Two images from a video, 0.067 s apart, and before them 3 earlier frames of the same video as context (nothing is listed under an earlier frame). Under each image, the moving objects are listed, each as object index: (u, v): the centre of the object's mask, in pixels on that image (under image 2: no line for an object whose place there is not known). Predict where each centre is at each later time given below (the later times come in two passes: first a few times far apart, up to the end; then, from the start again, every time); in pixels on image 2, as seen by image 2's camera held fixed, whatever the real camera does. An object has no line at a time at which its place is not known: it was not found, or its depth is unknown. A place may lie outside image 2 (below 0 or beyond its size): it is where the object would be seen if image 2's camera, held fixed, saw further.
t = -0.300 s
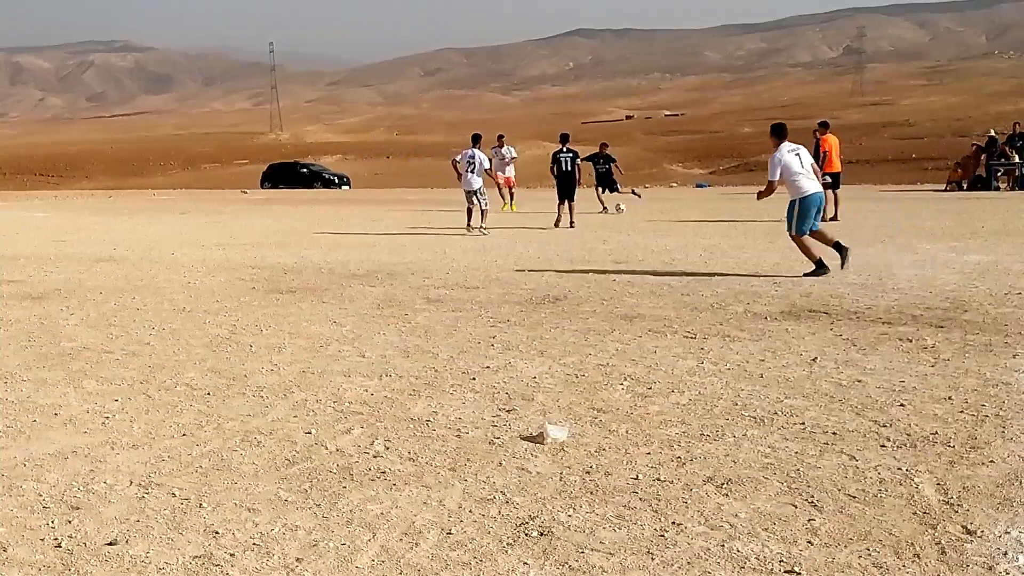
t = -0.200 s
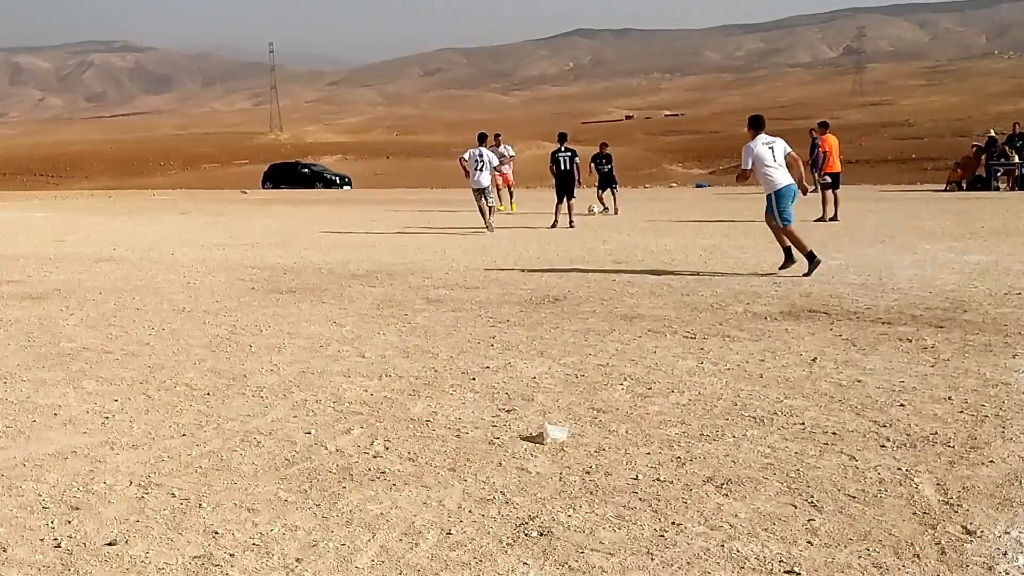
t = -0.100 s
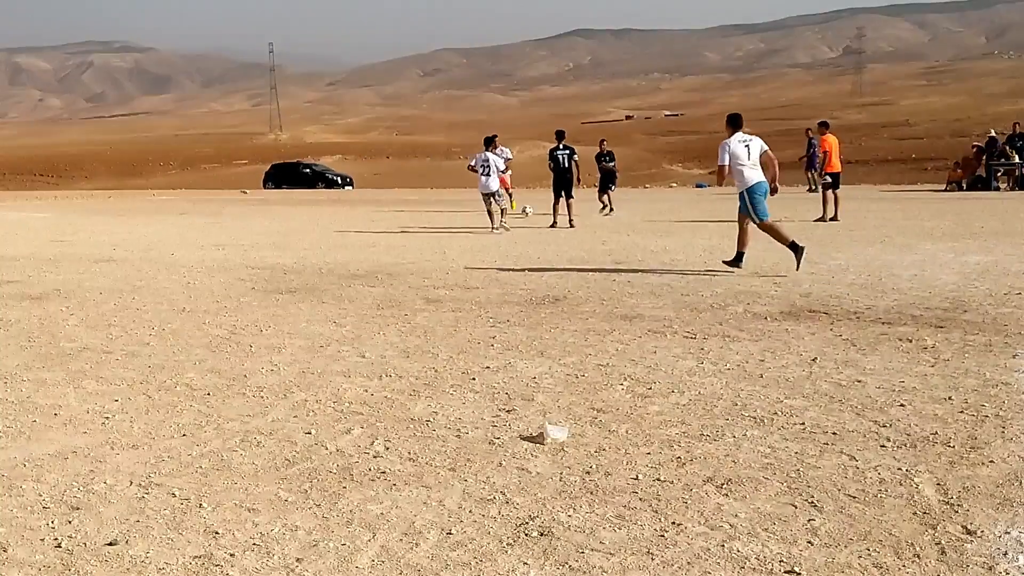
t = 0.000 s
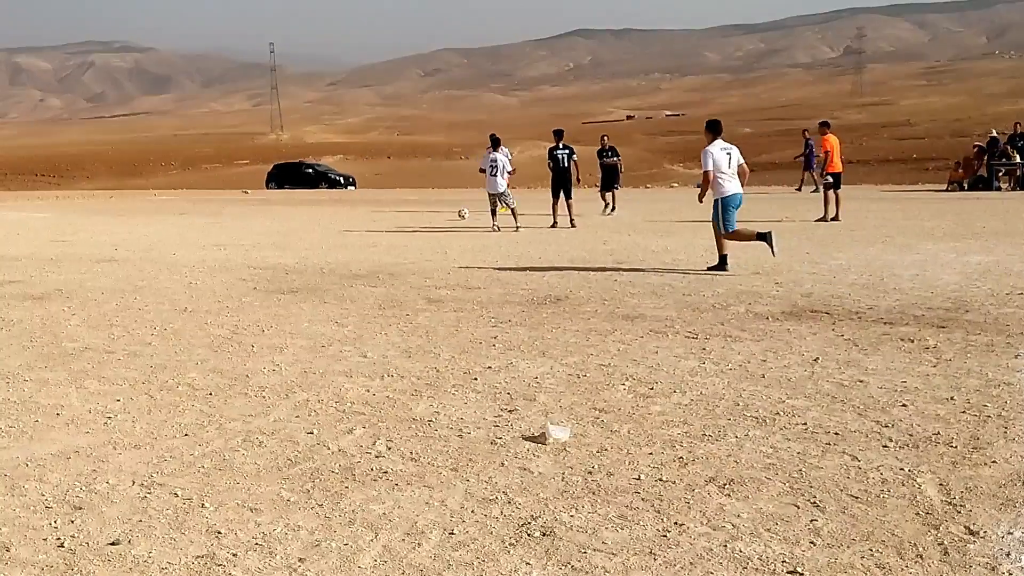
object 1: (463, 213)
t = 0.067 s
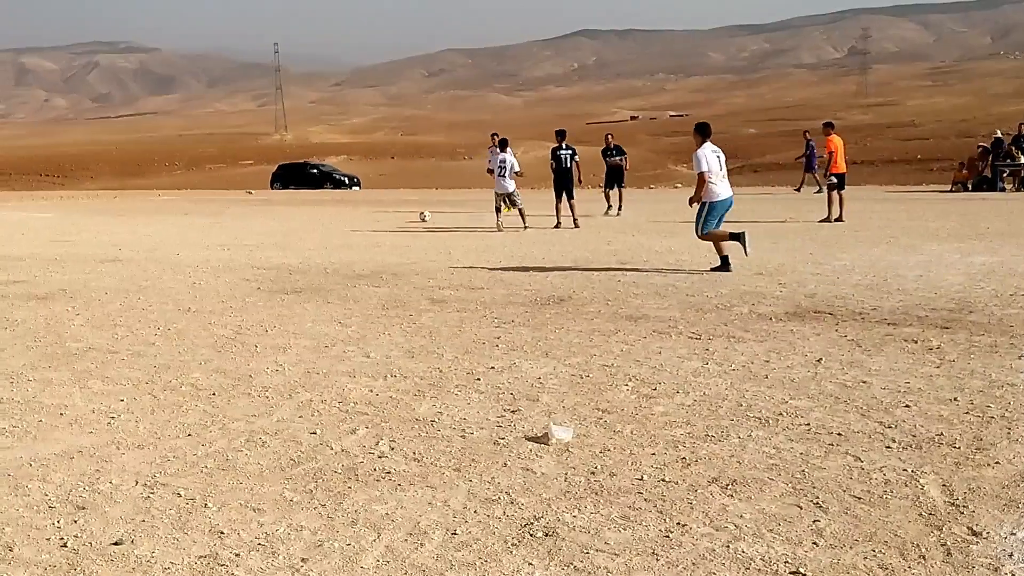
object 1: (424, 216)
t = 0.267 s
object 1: (314, 212)
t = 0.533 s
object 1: (181, 219)
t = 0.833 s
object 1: (59, 219)
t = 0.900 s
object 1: (34, 222)
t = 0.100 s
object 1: (404, 217)
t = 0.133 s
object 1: (386, 215)
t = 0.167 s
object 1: (367, 213)
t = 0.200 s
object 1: (350, 212)
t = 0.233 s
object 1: (332, 212)
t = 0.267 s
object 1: (314, 212)
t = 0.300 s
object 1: (296, 213)
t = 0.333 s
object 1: (278, 214)
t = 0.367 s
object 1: (260, 217)
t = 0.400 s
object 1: (242, 219)
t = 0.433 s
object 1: (226, 221)
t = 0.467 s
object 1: (211, 220)
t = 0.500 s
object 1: (196, 218)
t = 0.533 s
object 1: (181, 219)
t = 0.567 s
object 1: (167, 220)
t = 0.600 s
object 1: (153, 220)
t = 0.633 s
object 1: (138, 223)
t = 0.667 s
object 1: (125, 223)
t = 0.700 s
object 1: (111, 220)
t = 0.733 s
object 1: (99, 220)
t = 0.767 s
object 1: (85, 218)
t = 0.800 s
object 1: (72, 219)
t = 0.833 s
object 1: (59, 219)
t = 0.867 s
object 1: (46, 220)
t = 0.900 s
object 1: (34, 222)
